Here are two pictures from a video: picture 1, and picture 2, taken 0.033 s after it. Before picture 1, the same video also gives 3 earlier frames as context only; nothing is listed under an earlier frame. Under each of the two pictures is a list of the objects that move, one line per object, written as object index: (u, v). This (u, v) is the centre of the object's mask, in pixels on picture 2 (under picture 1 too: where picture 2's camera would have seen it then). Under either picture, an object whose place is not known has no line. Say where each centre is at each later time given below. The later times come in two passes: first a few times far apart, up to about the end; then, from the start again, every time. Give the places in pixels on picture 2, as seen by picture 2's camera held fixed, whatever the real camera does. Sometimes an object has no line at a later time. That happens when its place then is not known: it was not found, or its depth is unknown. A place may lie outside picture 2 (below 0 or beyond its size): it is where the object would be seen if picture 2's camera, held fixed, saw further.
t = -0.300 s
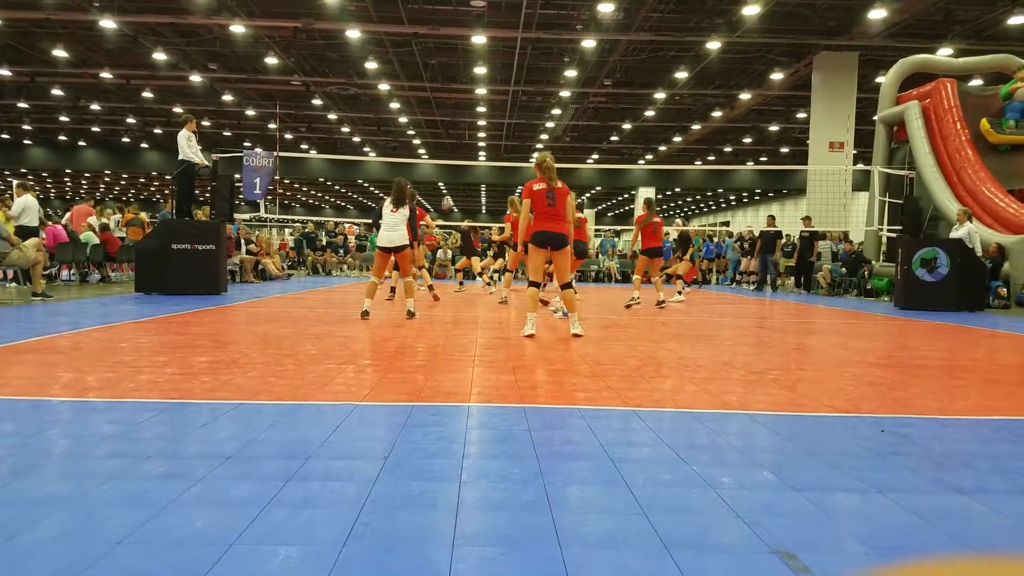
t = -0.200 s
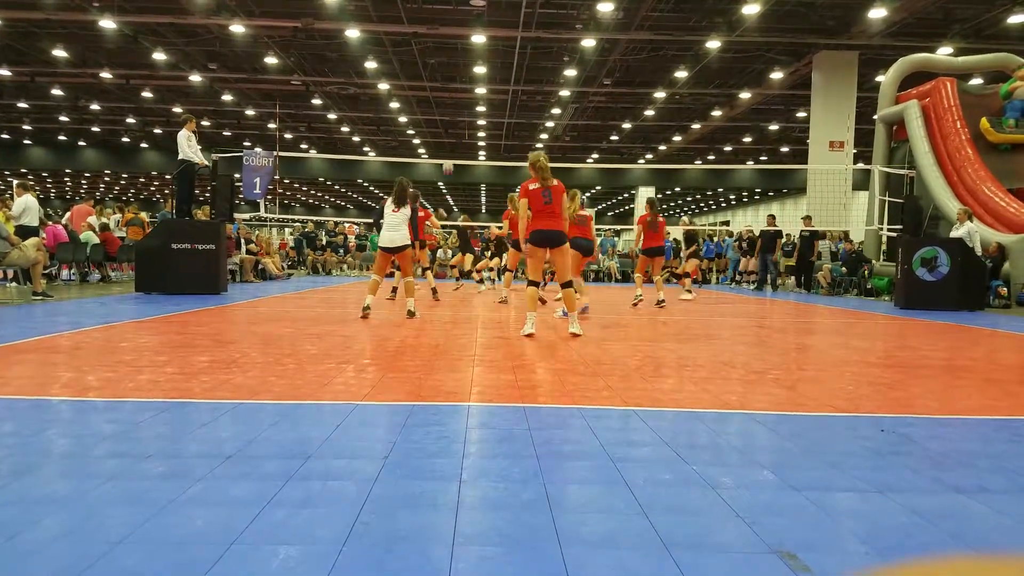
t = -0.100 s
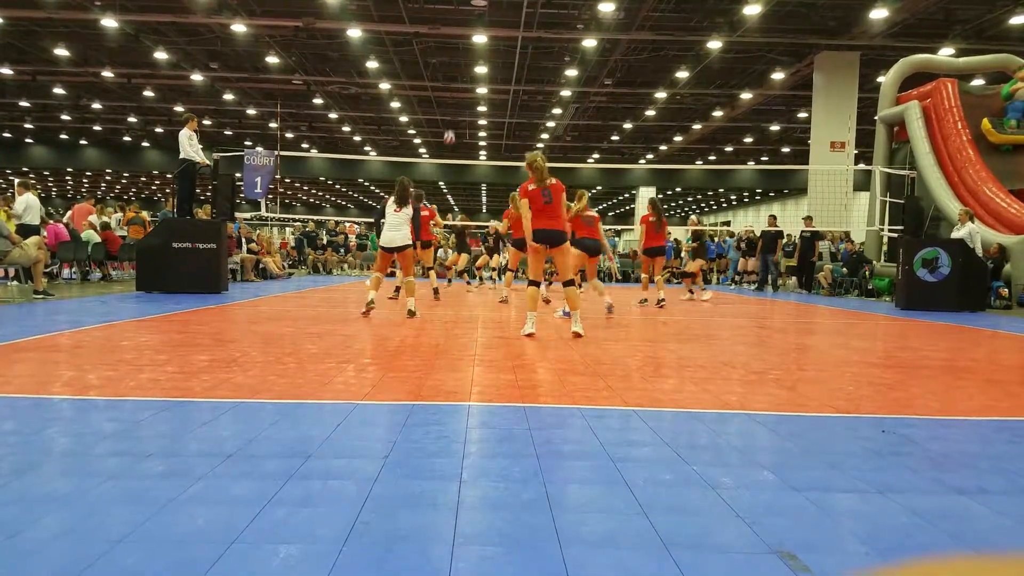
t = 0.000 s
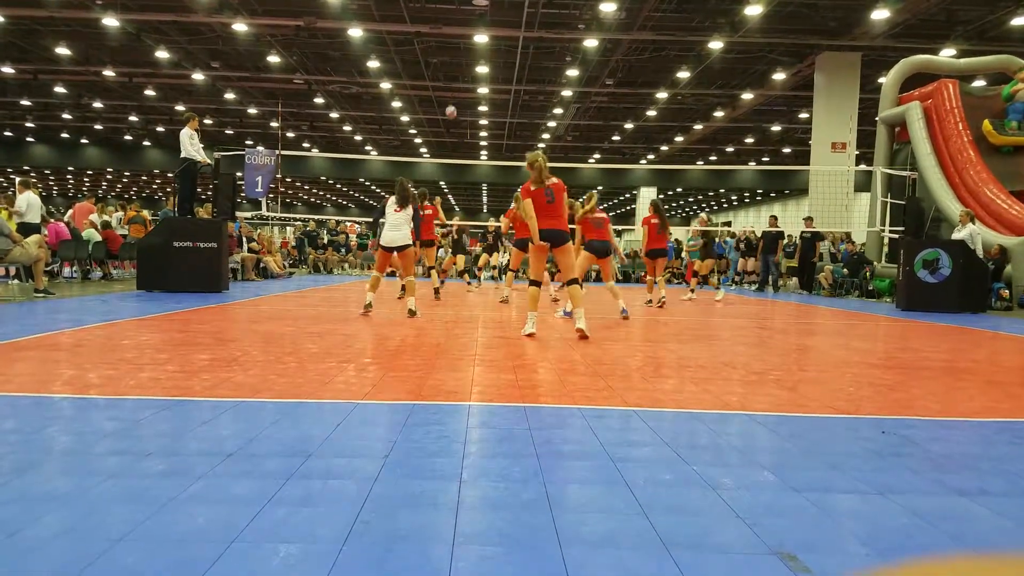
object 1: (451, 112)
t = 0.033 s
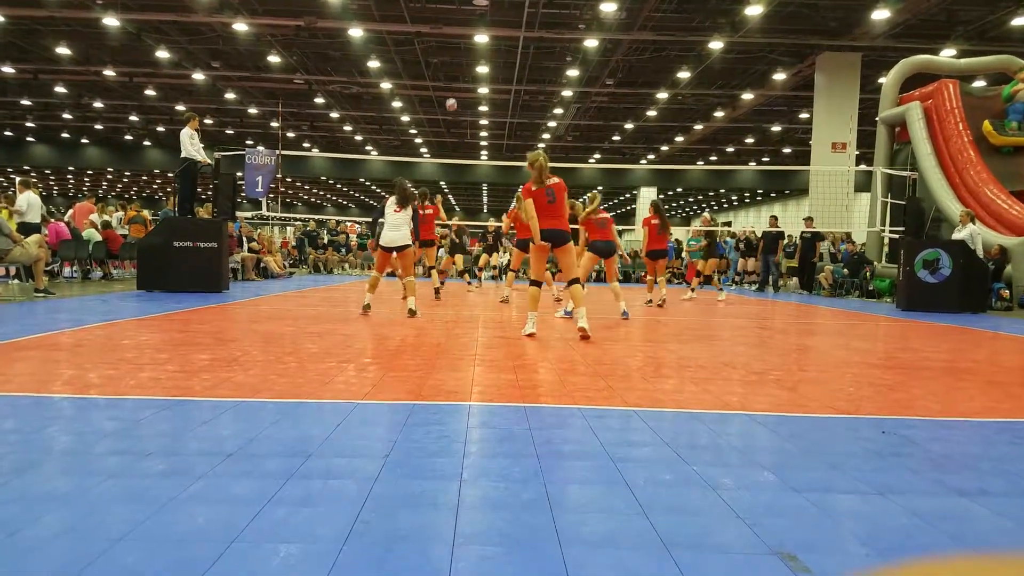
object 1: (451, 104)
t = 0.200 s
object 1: (452, 76)
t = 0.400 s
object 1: (452, 62)
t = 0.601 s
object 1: (452, 69)
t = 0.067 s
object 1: (451, 98)
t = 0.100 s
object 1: (451, 92)
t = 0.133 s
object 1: (452, 86)
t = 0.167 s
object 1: (452, 80)
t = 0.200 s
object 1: (452, 76)
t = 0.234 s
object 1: (452, 73)
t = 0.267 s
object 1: (452, 70)
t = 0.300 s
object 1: (452, 67)
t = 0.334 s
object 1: (452, 65)
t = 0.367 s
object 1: (452, 64)
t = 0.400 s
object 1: (452, 62)
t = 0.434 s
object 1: (452, 62)
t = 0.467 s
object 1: (452, 62)
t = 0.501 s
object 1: (452, 63)
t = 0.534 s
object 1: (452, 64)
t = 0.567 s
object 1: (452, 66)
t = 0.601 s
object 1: (452, 69)
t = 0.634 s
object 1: (452, 72)
